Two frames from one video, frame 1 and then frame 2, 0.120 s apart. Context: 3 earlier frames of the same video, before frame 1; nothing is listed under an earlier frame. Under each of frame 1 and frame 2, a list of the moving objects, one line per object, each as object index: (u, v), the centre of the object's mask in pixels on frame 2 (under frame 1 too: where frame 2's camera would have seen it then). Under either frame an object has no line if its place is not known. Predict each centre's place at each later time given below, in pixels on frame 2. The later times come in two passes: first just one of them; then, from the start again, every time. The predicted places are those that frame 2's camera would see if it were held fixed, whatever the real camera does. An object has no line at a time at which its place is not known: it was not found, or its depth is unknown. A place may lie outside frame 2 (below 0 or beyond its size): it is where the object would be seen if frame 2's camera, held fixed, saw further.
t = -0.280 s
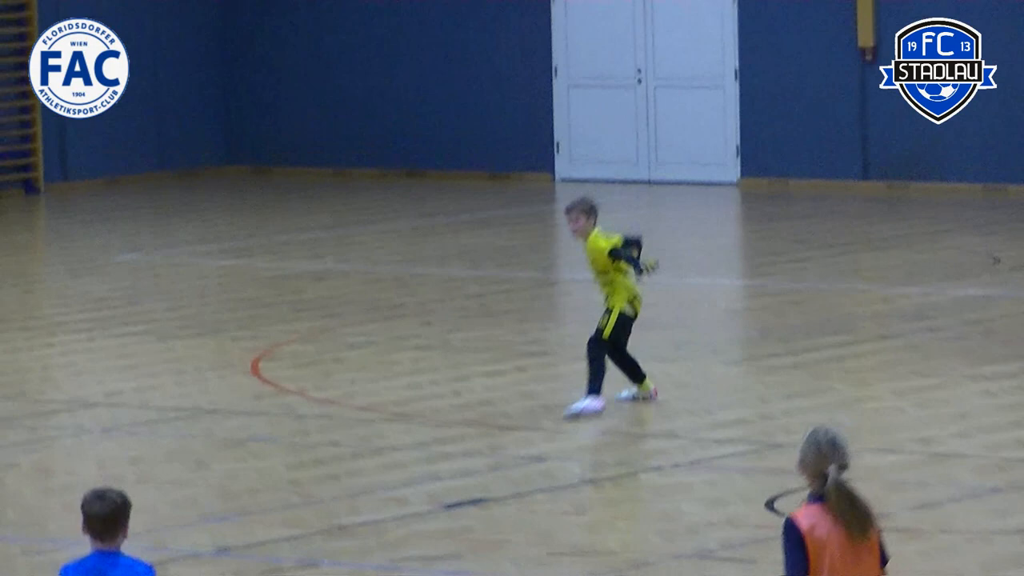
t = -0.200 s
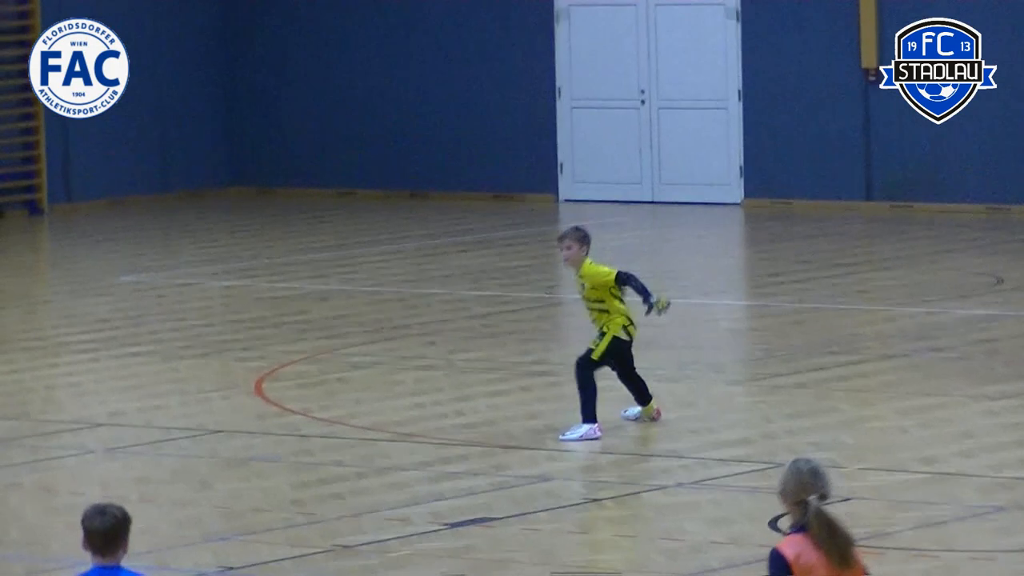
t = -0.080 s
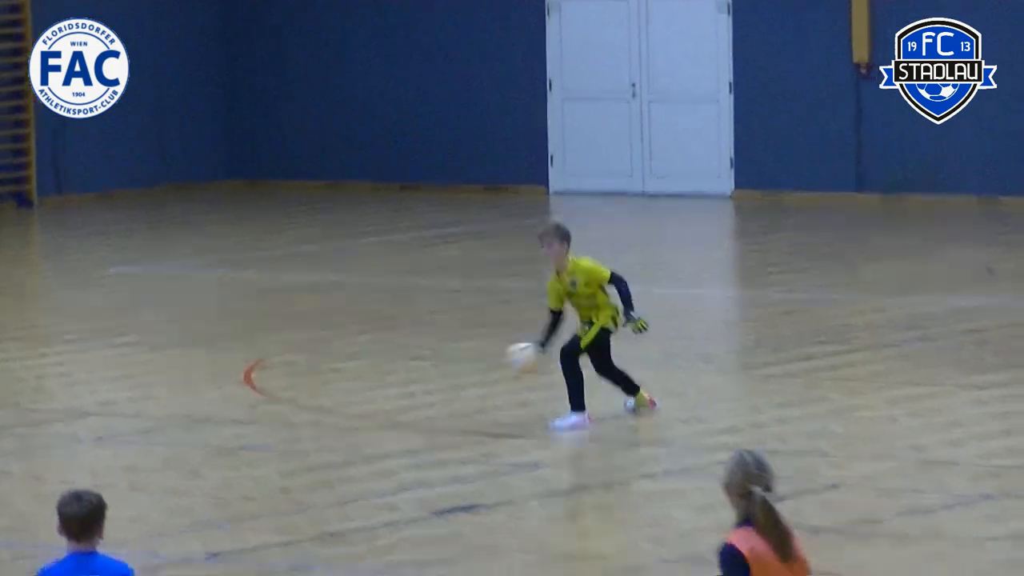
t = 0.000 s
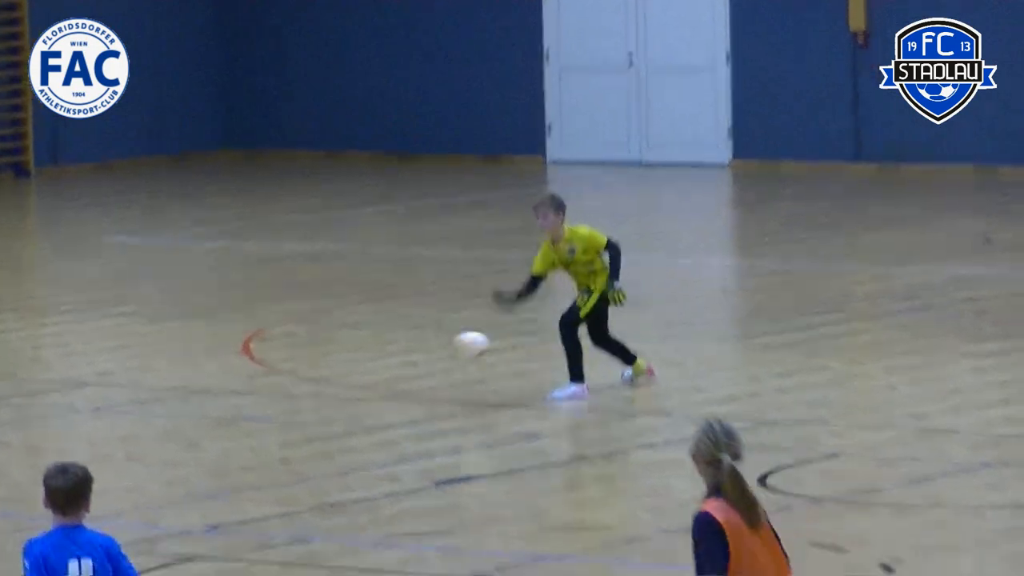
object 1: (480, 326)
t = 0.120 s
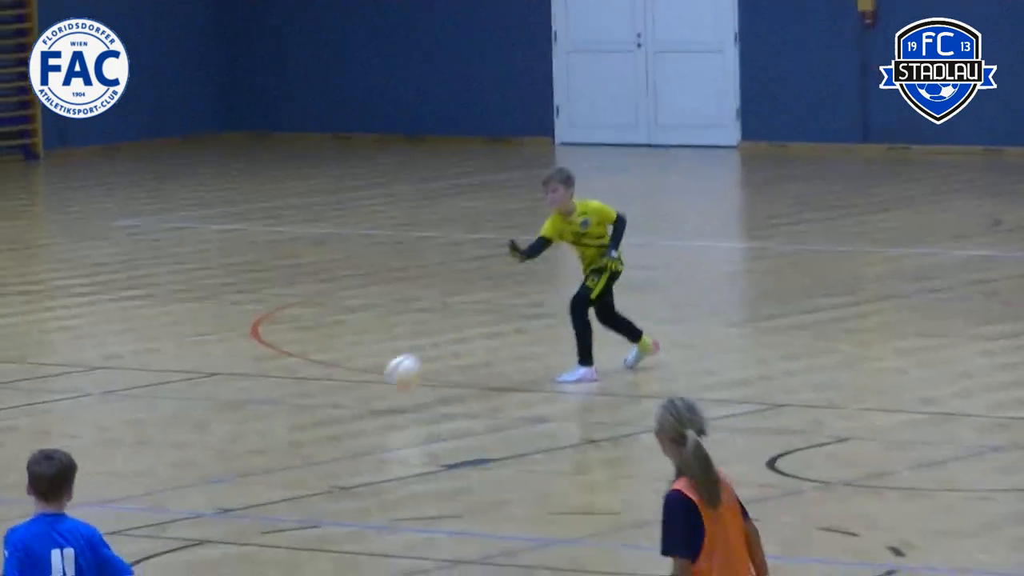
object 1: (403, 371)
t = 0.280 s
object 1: (311, 392)
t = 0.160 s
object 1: (377, 393)
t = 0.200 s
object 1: (353, 401)
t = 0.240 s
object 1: (332, 396)
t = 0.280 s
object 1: (311, 392)
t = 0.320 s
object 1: (290, 394)
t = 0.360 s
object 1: (268, 397)
